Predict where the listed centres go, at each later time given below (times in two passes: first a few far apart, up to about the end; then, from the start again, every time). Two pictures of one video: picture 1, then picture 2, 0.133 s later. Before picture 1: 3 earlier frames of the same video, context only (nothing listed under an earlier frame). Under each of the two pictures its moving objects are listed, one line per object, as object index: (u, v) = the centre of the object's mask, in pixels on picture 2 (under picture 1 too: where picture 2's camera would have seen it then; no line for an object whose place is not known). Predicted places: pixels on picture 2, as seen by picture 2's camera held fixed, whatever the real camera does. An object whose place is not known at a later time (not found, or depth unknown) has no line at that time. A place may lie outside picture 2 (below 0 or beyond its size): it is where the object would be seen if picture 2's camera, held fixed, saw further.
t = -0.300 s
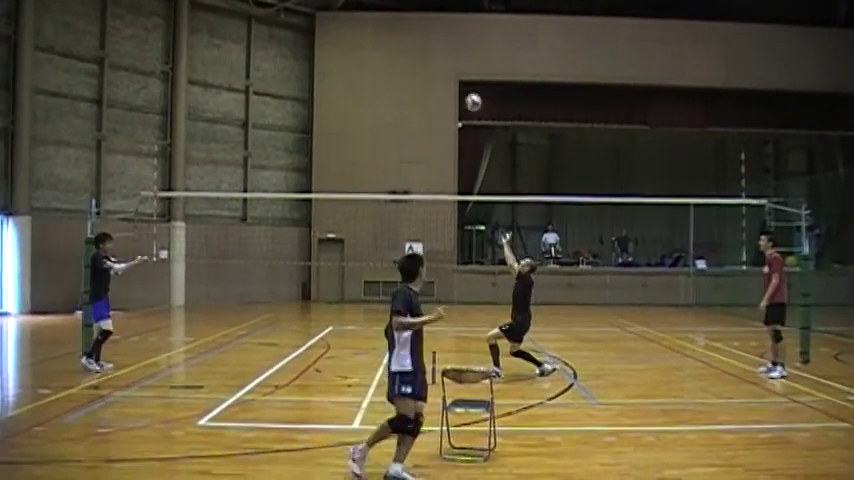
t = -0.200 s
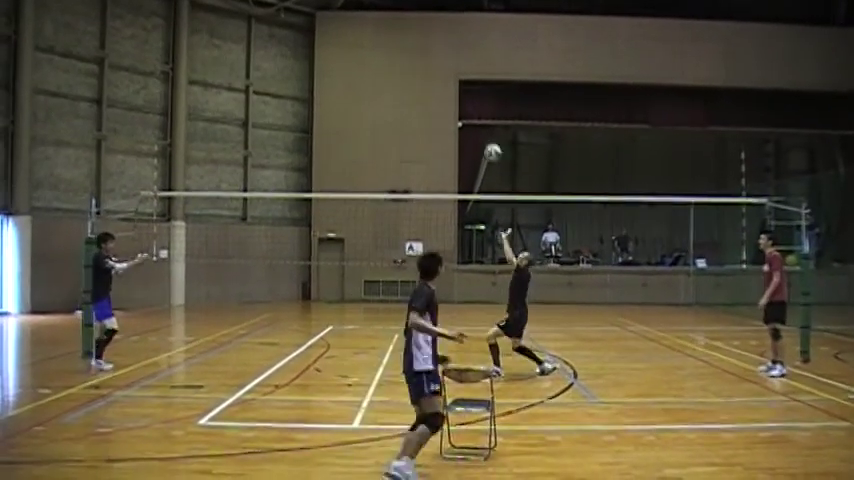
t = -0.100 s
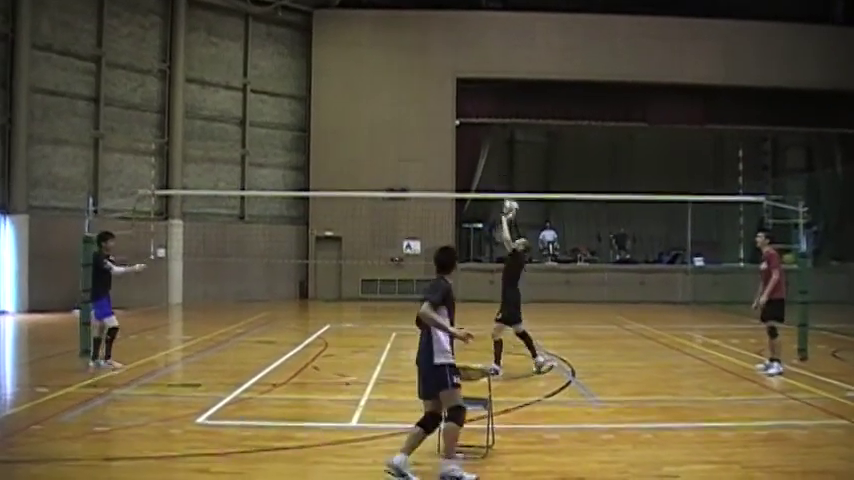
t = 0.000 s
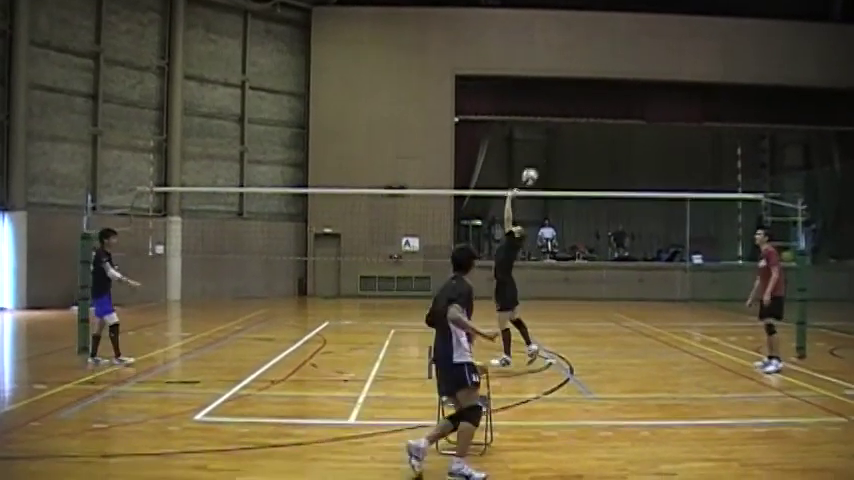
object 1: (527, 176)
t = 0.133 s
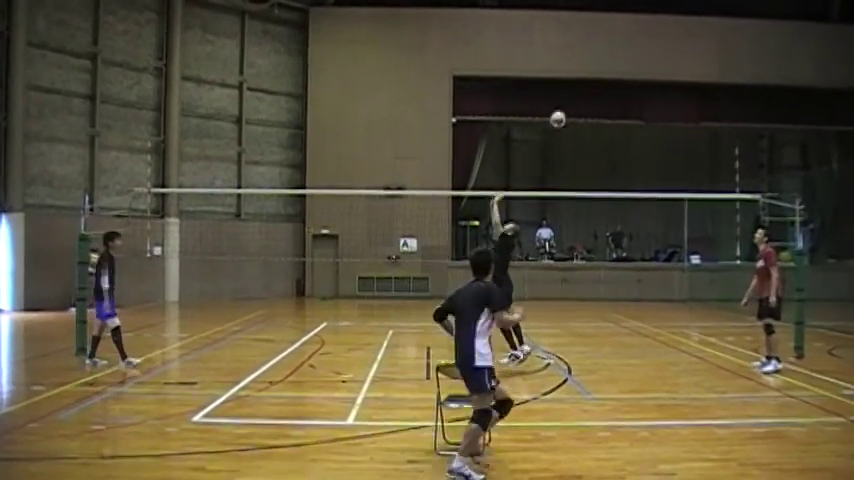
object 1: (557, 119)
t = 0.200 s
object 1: (571, 95)
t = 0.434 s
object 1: (620, 41)
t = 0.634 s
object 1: (659, 29)
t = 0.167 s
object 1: (564, 106)
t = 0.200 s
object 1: (571, 95)
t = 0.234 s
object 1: (579, 85)
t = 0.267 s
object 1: (585, 75)
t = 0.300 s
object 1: (592, 66)
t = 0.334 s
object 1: (599, 58)
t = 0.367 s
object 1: (606, 52)
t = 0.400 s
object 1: (613, 45)
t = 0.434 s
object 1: (620, 41)
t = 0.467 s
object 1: (627, 37)
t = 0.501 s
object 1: (633, 34)
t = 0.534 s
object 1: (640, 32)
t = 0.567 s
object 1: (646, 30)
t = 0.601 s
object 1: (652, 29)
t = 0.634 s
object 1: (659, 29)
